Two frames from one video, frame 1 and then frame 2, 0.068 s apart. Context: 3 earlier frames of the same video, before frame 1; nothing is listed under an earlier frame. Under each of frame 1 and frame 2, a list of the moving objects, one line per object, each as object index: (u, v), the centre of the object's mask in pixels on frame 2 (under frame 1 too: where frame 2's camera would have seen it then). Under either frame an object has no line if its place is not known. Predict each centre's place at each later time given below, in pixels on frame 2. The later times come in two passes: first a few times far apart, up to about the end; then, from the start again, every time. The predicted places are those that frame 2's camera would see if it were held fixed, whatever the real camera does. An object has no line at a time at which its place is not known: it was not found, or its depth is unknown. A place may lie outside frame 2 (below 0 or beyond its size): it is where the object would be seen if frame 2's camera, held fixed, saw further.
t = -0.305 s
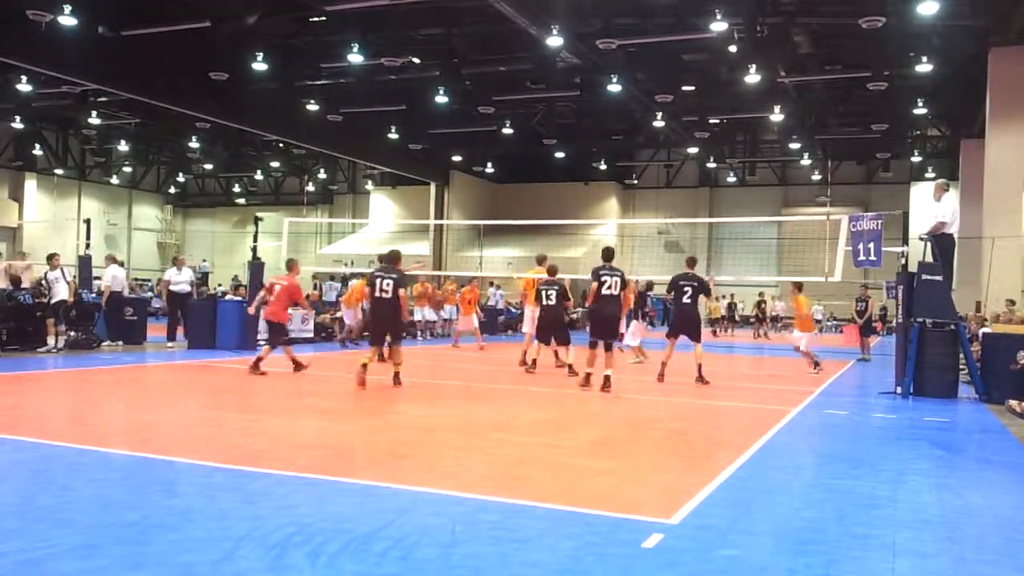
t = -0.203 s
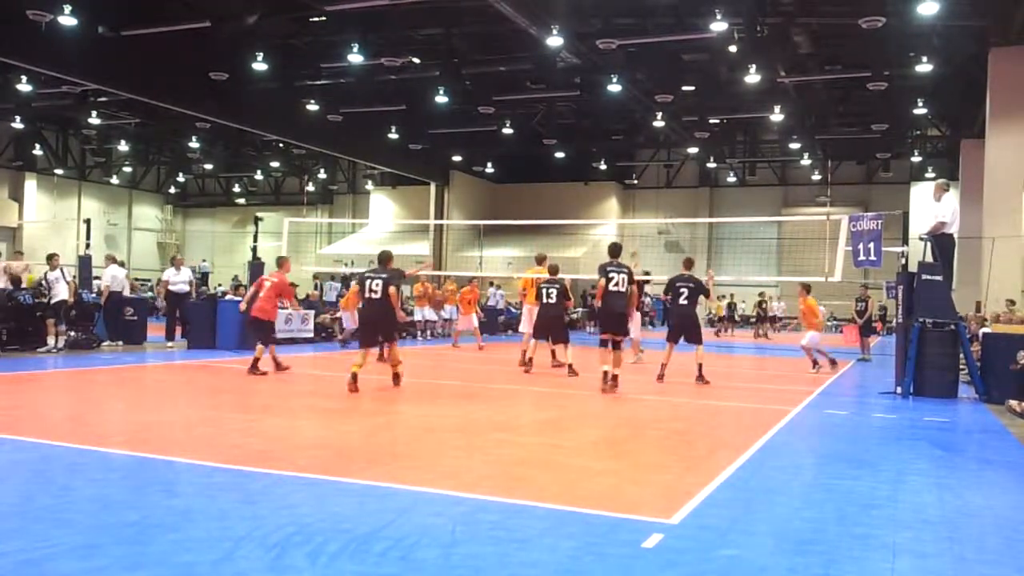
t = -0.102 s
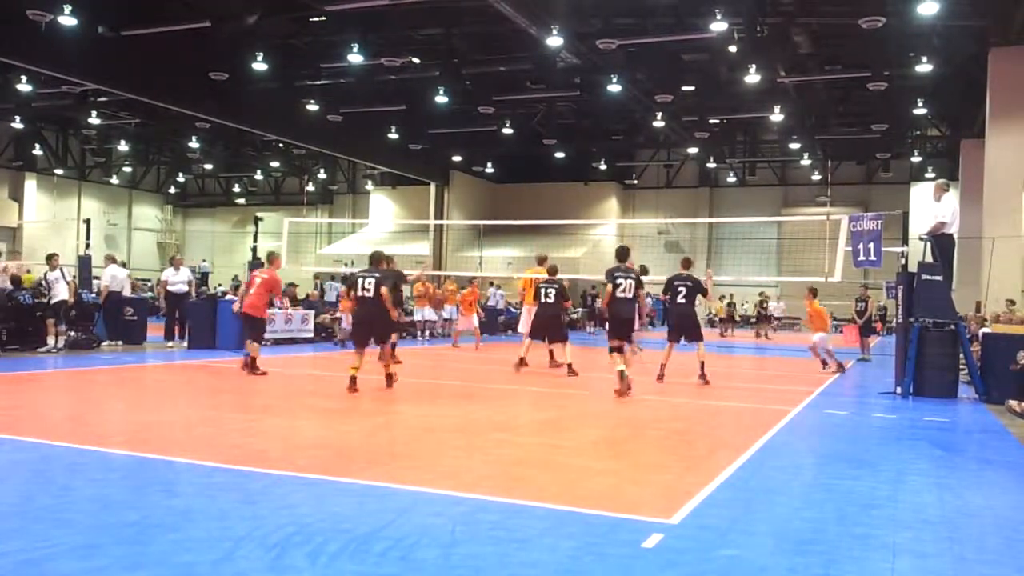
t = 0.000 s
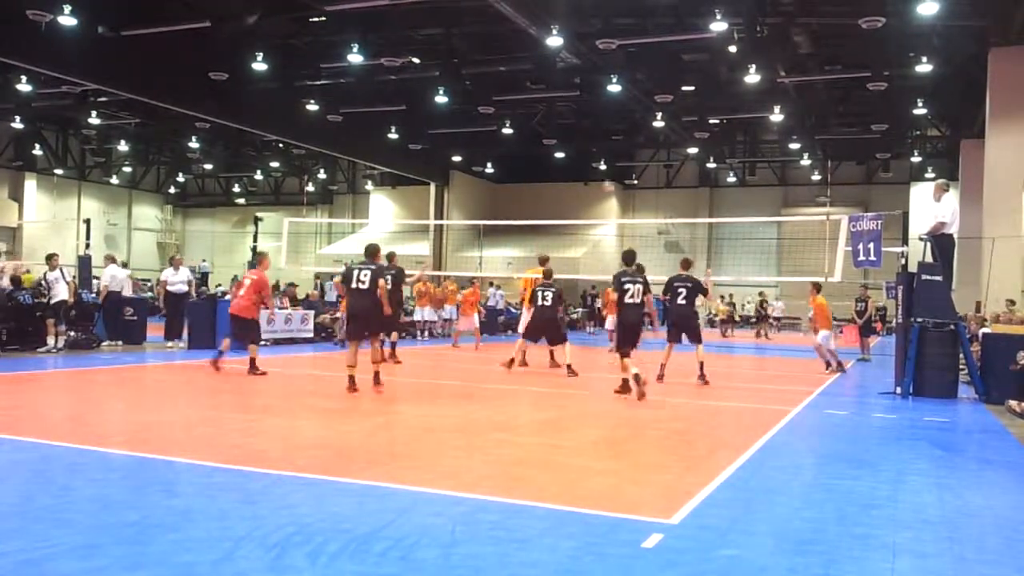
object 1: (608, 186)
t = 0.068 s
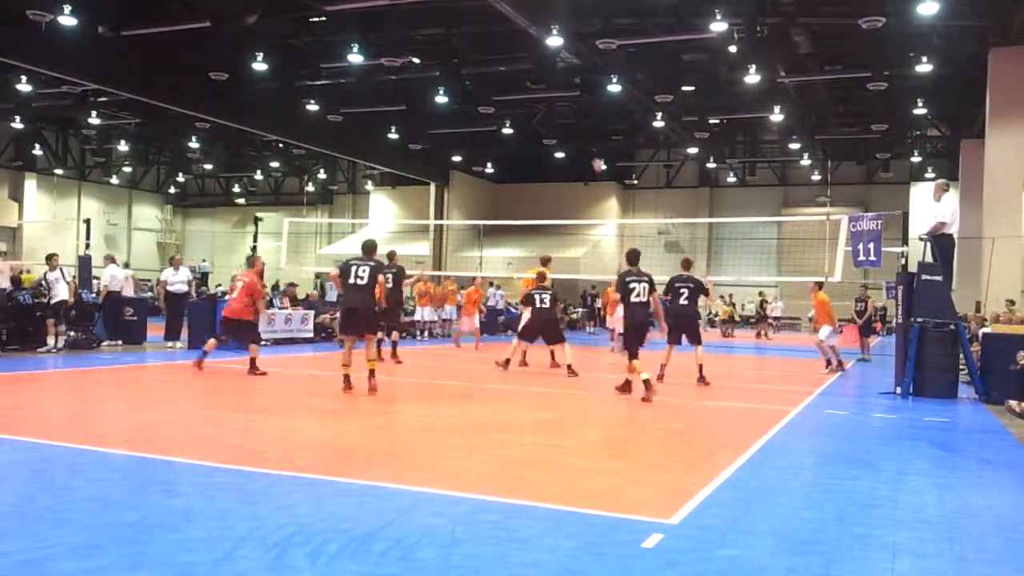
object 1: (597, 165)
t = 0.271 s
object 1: (569, 113)
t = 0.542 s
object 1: (531, 77)
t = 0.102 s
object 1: (594, 155)
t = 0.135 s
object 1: (589, 145)
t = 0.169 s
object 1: (584, 136)
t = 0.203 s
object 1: (579, 129)
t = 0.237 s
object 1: (574, 120)
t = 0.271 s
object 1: (569, 113)
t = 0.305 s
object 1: (564, 106)
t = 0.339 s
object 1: (560, 101)
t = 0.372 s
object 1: (555, 95)
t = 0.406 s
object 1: (550, 89)
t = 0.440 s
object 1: (545, 85)
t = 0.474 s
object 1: (540, 82)
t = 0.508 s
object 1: (535, 78)
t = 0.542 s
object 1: (531, 77)
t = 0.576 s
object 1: (525, 74)
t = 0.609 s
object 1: (521, 73)
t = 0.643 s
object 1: (516, 72)
